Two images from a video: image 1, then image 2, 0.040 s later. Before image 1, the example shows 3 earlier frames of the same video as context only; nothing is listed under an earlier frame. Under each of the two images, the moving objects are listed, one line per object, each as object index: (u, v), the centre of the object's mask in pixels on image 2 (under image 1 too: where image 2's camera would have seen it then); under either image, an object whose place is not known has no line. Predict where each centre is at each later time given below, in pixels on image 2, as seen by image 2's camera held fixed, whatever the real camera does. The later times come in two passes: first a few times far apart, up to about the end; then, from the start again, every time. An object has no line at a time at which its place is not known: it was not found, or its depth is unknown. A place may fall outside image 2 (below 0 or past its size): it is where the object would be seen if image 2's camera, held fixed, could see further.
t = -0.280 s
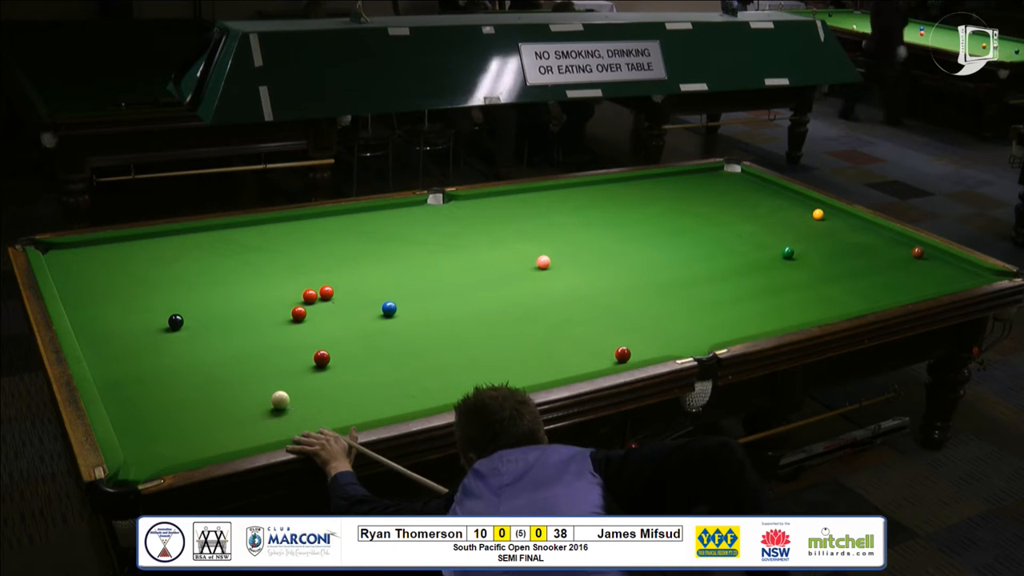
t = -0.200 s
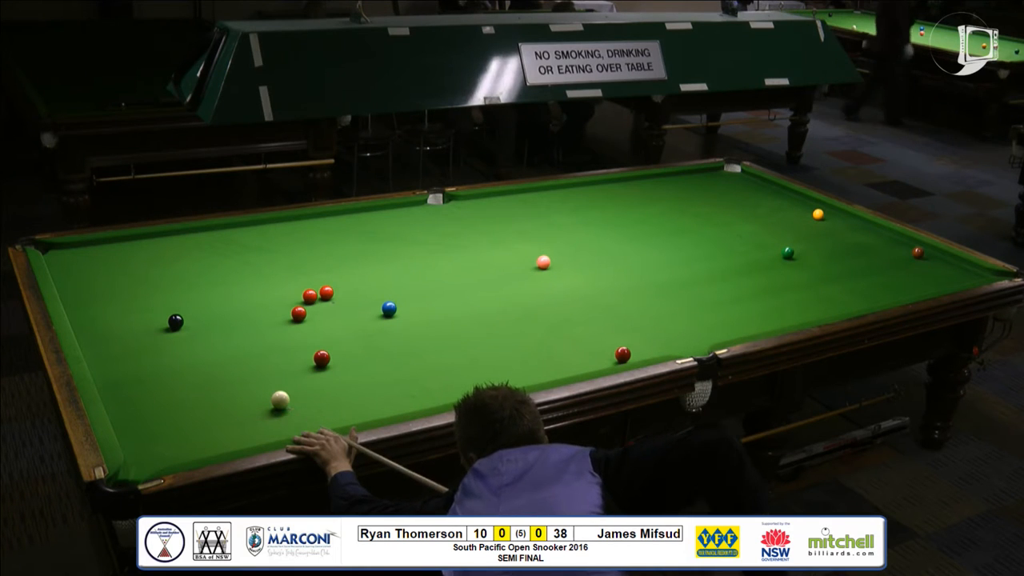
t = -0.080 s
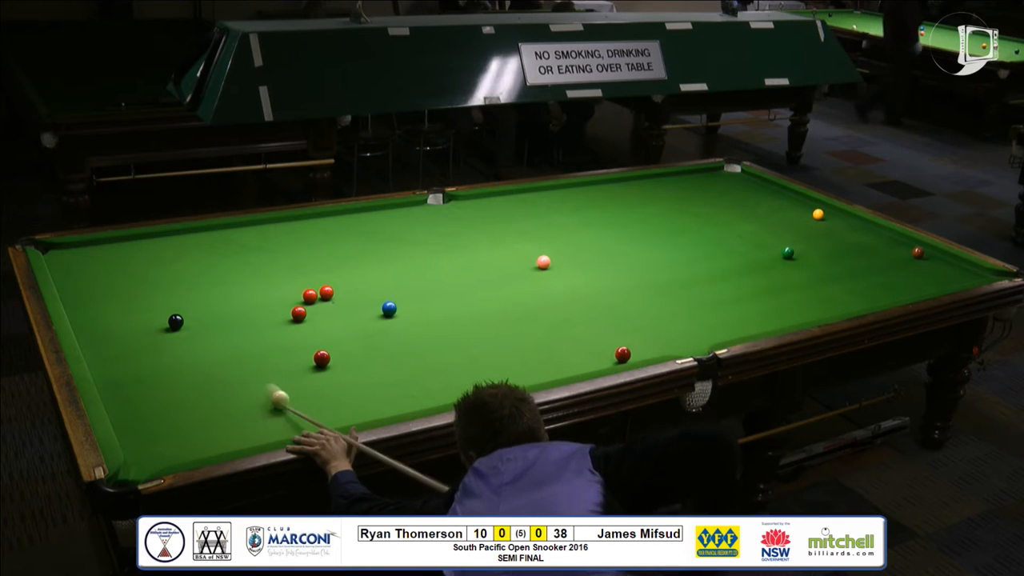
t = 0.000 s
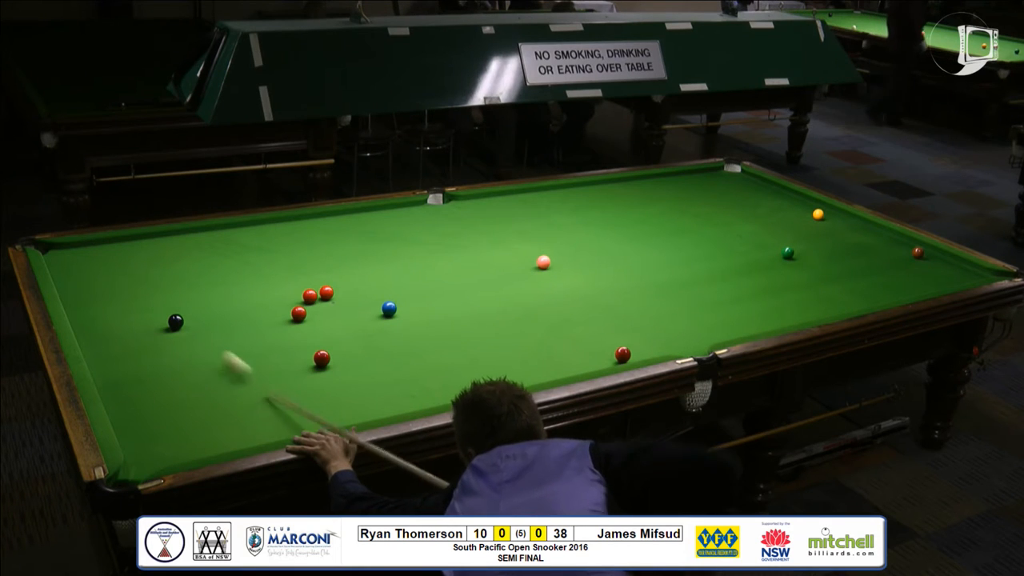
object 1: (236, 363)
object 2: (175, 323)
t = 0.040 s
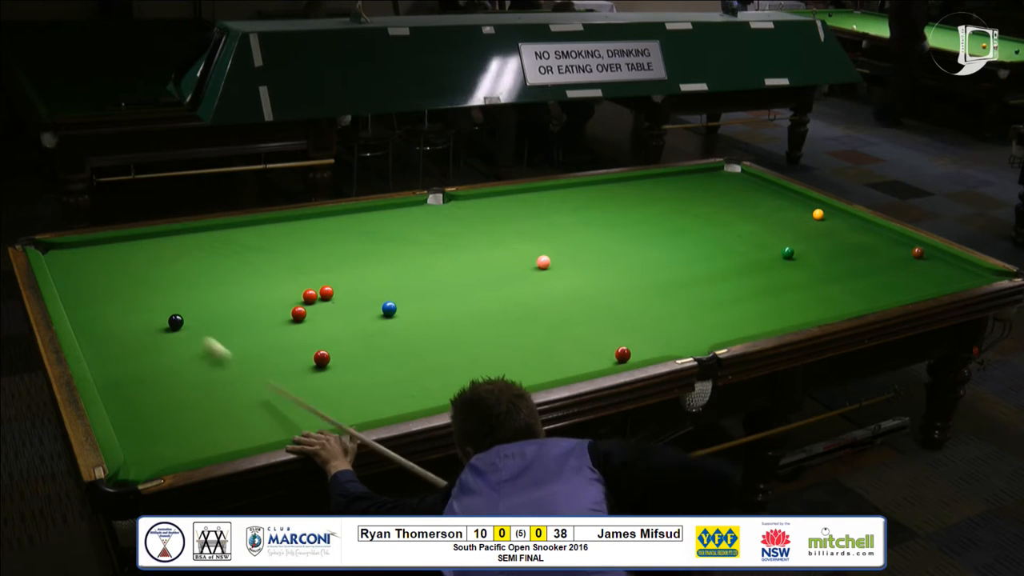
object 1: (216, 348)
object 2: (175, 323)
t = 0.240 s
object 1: (195, 325)
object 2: (121, 289)
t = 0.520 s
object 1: (222, 329)
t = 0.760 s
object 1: (244, 333)
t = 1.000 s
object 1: (265, 337)
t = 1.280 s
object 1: (287, 340)
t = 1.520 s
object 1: (304, 343)
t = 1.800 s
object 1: (322, 345)
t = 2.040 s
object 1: (336, 349)
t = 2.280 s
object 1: (348, 352)
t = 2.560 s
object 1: (360, 354)
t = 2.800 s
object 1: (368, 356)
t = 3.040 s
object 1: (375, 358)
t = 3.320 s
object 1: (380, 359)
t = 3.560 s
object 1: (383, 360)
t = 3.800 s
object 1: (384, 360)
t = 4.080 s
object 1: (384, 360)
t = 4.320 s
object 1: (384, 360)
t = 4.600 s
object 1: (384, 360)
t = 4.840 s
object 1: (384, 360)
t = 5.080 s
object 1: (384, 360)
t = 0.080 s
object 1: (199, 335)
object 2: (175, 323)
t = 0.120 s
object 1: (186, 326)
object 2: (171, 319)
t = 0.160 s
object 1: (188, 325)
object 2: (154, 308)
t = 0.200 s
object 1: (191, 325)
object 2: (137, 299)
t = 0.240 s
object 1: (195, 325)
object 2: (121, 289)
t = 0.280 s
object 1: (199, 325)
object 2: (107, 281)
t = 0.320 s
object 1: (203, 326)
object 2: (93, 273)
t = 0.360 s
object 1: (207, 326)
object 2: (81, 266)
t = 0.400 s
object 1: (211, 327)
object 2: (69, 259)
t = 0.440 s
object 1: (215, 328)
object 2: (59, 253)
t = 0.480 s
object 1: (218, 329)
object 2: (49, 248)
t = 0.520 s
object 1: (222, 329)
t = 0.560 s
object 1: (226, 330)
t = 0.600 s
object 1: (230, 331)
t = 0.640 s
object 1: (233, 331)
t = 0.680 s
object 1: (237, 332)
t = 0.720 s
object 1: (241, 332)
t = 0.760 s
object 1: (244, 333)
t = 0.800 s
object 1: (248, 334)
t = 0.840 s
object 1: (251, 334)
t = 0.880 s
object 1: (255, 335)
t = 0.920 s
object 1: (258, 336)
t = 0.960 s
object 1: (262, 336)
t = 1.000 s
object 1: (265, 337)
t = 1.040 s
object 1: (268, 337)
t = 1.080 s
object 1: (271, 338)
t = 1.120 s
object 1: (274, 338)
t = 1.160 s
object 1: (277, 339)
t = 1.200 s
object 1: (281, 339)
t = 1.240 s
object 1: (284, 340)
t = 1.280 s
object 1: (287, 340)
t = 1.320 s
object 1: (290, 341)
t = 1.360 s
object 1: (293, 342)
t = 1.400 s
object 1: (295, 342)
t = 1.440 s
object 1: (298, 343)
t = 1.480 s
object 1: (301, 343)
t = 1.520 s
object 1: (304, 343)
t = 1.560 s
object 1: (306, 344)
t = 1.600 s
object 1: (309, 344)
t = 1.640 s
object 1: (311, 345)
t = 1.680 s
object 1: (314, 345)
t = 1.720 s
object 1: (317, 345)
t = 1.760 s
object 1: (319, 345)
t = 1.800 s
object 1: (322, 345)
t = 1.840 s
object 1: (325, 345)
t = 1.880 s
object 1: (328, 346)
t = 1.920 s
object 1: (330, 347)
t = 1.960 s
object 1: (332, 348)
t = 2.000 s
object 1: (334, 349)
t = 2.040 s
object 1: (336, 349)
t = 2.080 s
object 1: (338, 350)
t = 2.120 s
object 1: (340, 350)
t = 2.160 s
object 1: (342, 351)
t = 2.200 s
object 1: (344, 351)
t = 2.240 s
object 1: (346, 352)
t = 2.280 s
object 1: (348, 352)
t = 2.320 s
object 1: (350, 352)
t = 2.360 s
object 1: (351, 353)
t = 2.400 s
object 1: (353, 353)
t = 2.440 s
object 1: (355, 353)
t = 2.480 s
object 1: (356, 354)
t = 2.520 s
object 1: (358, 354)
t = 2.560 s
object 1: (360, 354)
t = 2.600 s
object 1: (361, 355)
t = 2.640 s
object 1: (363, 355)
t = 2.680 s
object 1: (364, 355)
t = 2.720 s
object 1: (365, 356)
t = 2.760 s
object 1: (367, 356)
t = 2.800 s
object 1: (368, 356)
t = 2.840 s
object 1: (369, 356)
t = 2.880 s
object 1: (370, 357)
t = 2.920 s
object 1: (371, 357)
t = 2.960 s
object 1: (373, 357)
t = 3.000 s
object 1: (374, 357)
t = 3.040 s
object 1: (375, 358)
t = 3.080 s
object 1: (376, 358)
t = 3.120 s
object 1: (377, 358)
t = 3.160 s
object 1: (378, 358)
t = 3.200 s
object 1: (378, 359)
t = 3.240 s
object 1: (379, 359)
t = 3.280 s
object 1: (380, 359)
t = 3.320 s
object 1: (380, 359)
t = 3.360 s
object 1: (381, 359)
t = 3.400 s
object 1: (382, 359)
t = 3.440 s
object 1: (382, 360)
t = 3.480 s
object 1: (383, 360)
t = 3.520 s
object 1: (383, 360)
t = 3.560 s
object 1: (383, 360)
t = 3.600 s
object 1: (383, 360)
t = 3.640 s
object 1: (384, 360)
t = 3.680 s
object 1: (384, 360)
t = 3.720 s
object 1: (384, 360)
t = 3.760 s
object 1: (384, 360)
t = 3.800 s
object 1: (384, 360)
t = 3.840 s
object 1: (384, 360)
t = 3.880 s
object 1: (384, 360)
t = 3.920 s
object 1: (384, 360)
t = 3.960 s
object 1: (384, 360)
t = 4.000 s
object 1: (384, 360)
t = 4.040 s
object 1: (384, 360)
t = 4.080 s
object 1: (384, 360)
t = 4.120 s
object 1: (384, 360)
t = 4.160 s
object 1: (384, 360)
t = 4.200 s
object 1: (384, 360)
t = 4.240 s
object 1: (384, 360)
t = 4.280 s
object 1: (384, 360)
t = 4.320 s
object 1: (384, 360)
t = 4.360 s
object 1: (384, 360)
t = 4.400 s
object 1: (384, 360)
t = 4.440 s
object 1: (384, 360)
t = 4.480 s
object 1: (384, 360)
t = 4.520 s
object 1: (384, 360)
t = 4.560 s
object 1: (384, 360)
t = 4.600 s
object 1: (384, 360)
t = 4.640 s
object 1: (384, 360)
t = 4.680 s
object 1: (384, 360)
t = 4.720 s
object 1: (384, 360)
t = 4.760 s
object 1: (384, 360)
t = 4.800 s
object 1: (384, 360)
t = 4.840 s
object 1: (384, 360)
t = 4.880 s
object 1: (384, 360)
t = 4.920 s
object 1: (384, 360)
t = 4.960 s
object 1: (384, 360)
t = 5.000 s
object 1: (384, 360)
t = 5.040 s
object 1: (384, 360)
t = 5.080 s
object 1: (384, 360)
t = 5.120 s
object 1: (384, 360)
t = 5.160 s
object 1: (384, 360)
